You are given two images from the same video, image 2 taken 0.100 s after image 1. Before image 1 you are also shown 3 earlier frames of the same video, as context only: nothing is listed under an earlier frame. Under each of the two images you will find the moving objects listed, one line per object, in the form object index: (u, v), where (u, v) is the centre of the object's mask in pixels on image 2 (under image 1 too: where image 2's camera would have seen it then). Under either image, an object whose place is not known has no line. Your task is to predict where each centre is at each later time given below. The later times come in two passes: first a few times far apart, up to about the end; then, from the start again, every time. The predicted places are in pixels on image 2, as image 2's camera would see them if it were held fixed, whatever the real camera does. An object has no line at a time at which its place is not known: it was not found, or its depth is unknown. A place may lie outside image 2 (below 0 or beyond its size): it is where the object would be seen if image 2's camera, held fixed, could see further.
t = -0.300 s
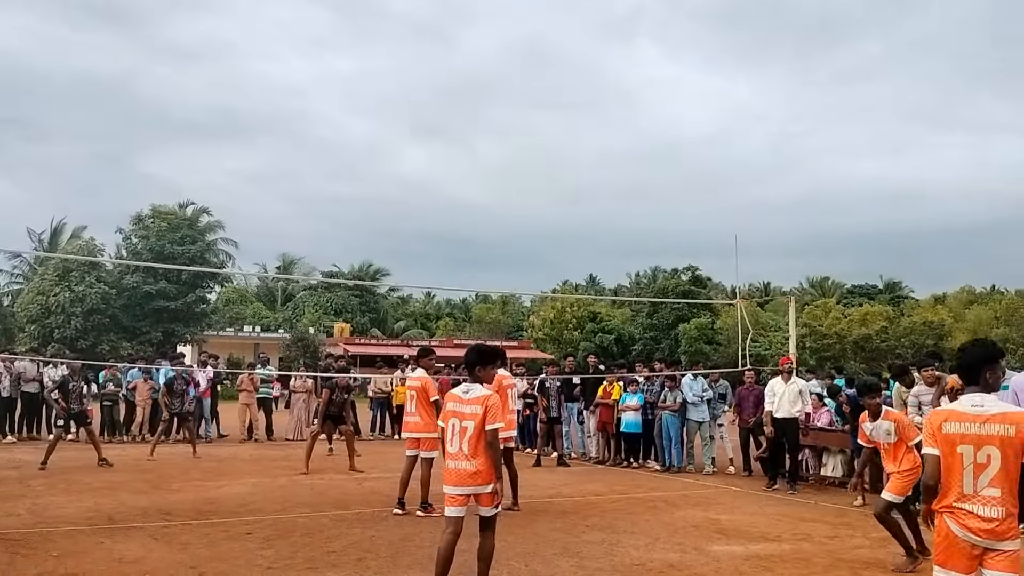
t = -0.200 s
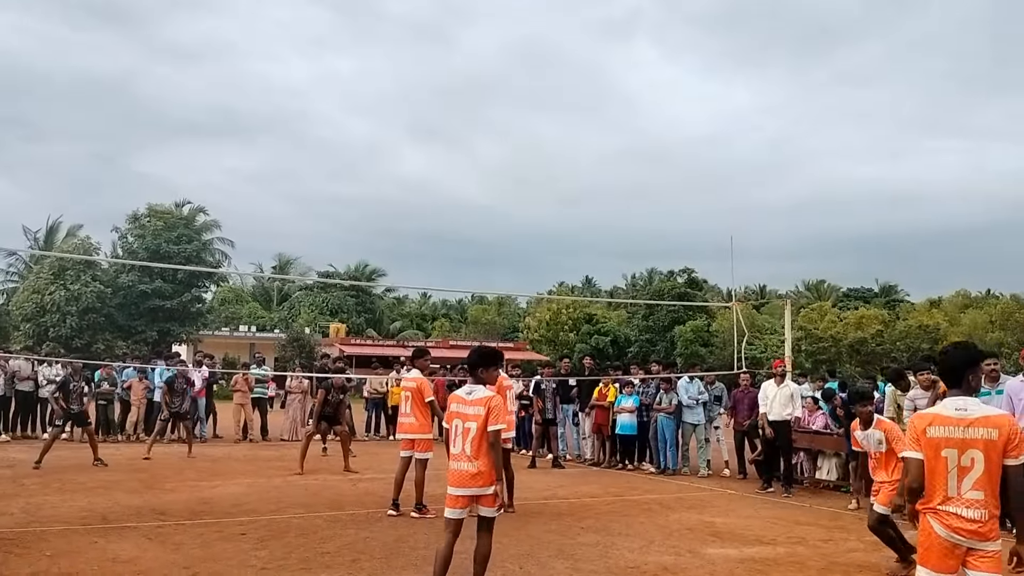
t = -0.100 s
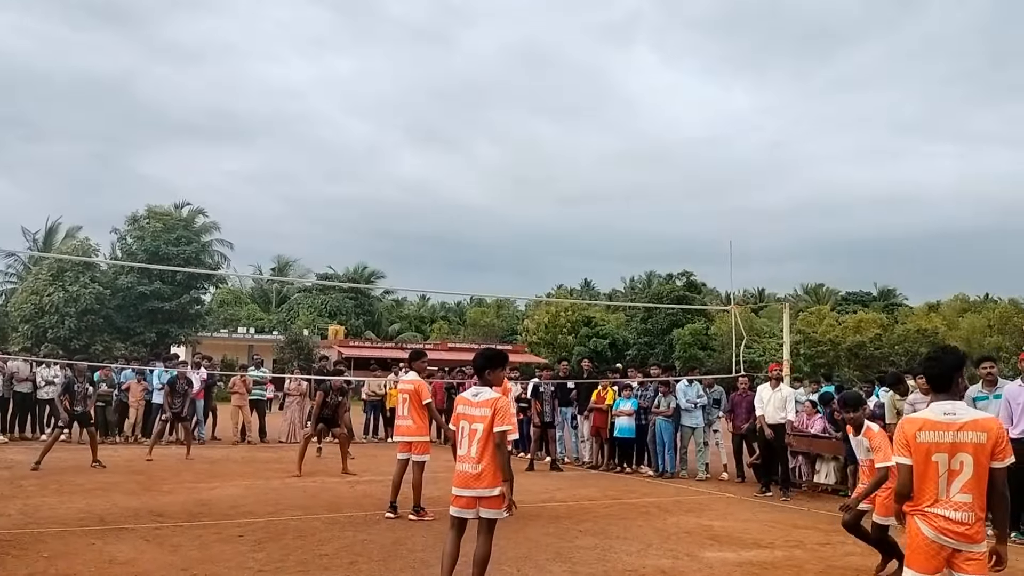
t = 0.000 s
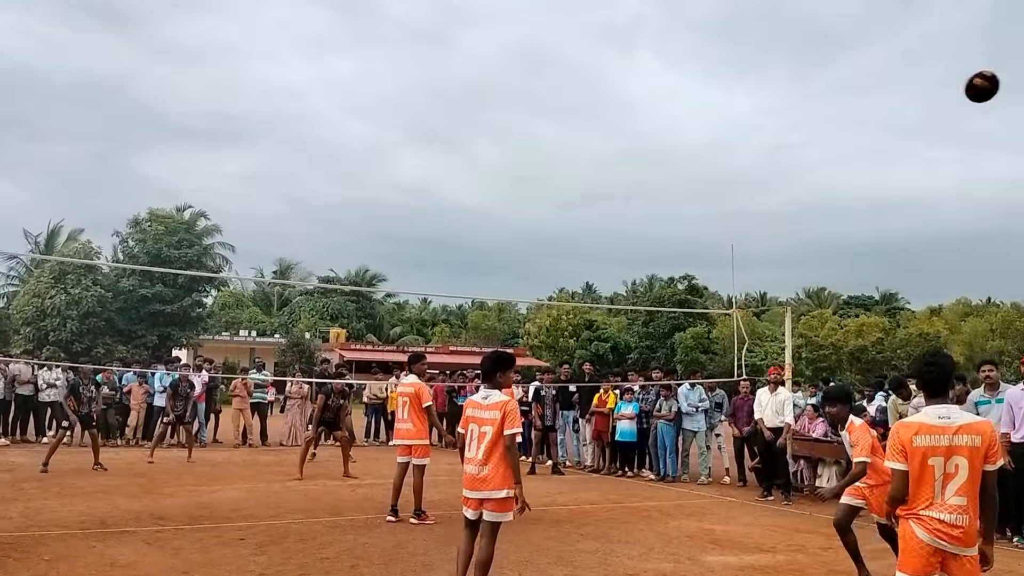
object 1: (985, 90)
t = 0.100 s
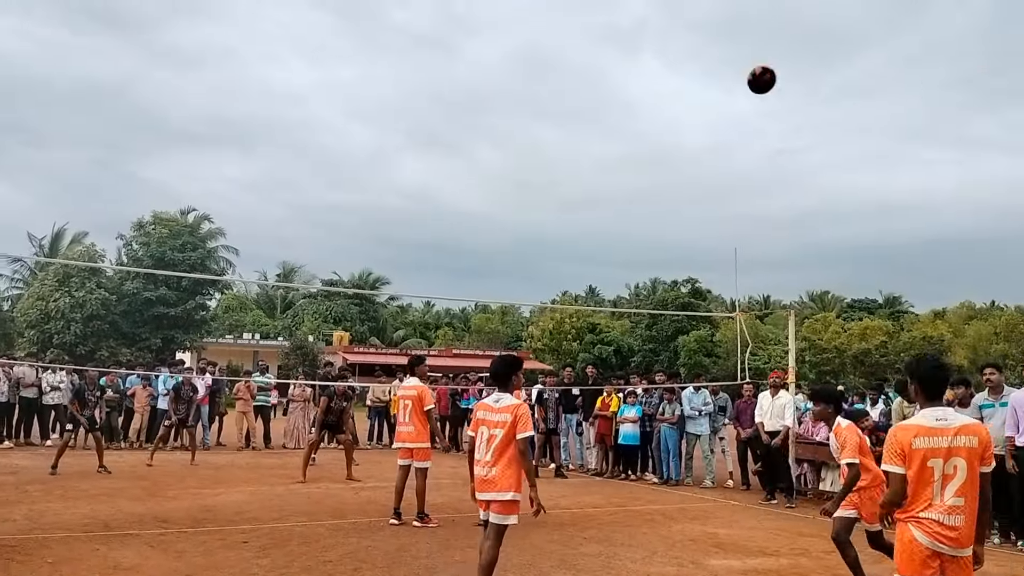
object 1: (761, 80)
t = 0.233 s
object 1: (536, 87)
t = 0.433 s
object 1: (280, 127)
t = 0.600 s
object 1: (109, 181)
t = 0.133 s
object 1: (699, 79)
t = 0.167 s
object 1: (640, 81)
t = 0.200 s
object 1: (586, 83)
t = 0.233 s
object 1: (536, 87)
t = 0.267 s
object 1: (488, 91)
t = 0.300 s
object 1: (442, 97)
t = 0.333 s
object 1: (398, 104)
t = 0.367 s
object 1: (357, 111)
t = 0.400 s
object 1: (318, 119)
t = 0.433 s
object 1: (280, 127)
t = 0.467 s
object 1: (244, 136)
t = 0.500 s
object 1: (209, 146)
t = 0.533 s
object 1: (175, 157)
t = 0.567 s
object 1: (141, 168)
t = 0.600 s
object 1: (109, 181)
